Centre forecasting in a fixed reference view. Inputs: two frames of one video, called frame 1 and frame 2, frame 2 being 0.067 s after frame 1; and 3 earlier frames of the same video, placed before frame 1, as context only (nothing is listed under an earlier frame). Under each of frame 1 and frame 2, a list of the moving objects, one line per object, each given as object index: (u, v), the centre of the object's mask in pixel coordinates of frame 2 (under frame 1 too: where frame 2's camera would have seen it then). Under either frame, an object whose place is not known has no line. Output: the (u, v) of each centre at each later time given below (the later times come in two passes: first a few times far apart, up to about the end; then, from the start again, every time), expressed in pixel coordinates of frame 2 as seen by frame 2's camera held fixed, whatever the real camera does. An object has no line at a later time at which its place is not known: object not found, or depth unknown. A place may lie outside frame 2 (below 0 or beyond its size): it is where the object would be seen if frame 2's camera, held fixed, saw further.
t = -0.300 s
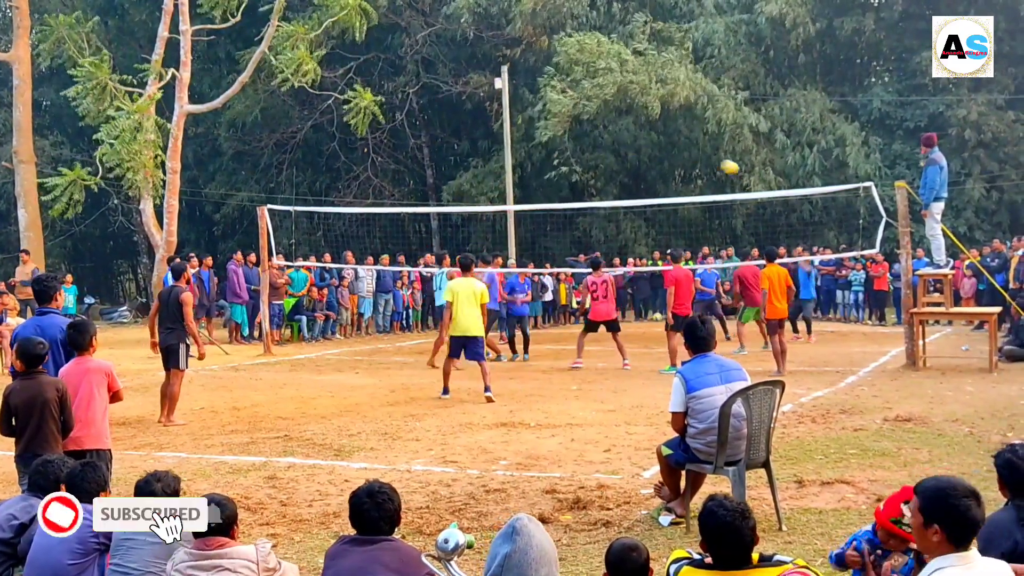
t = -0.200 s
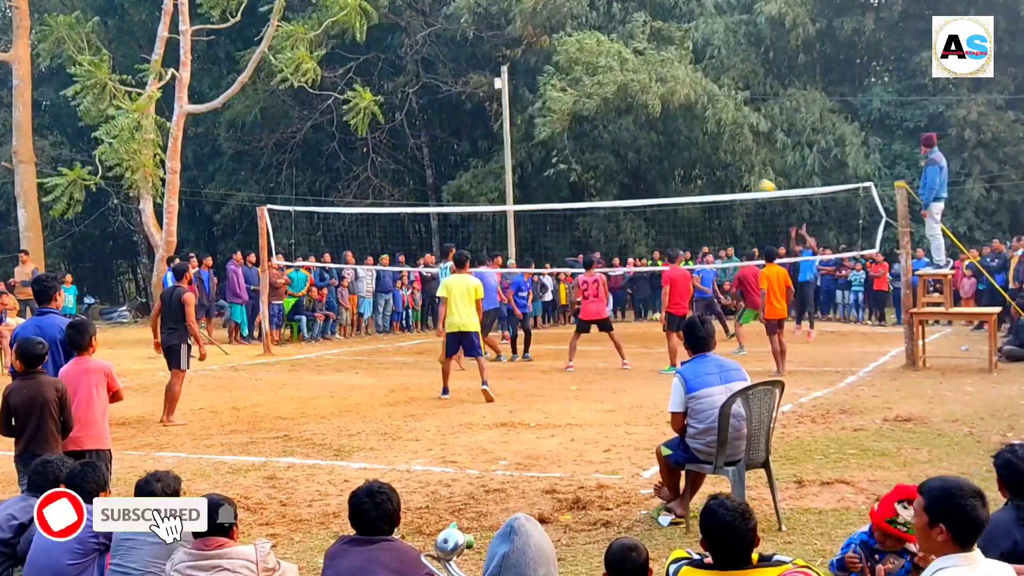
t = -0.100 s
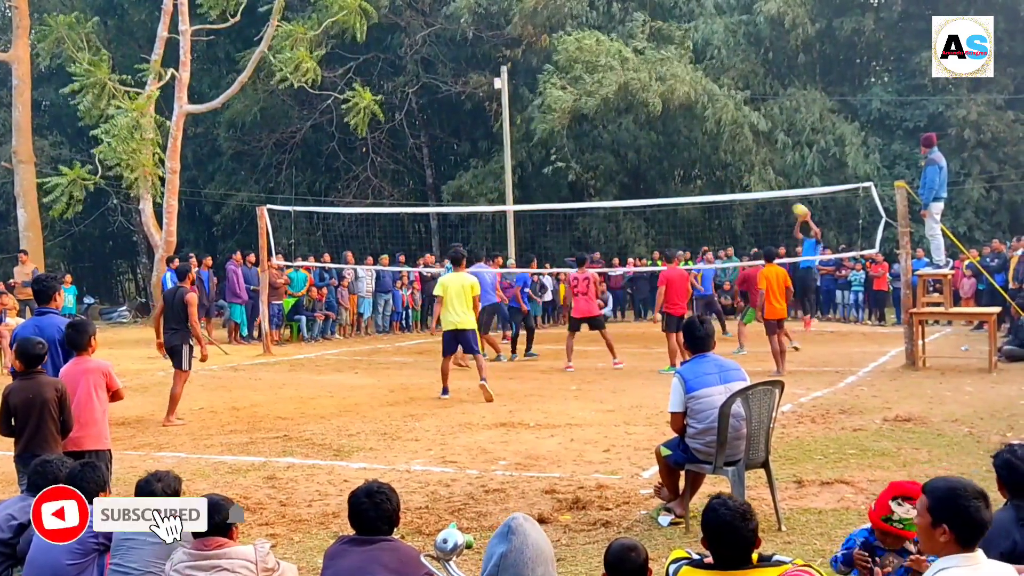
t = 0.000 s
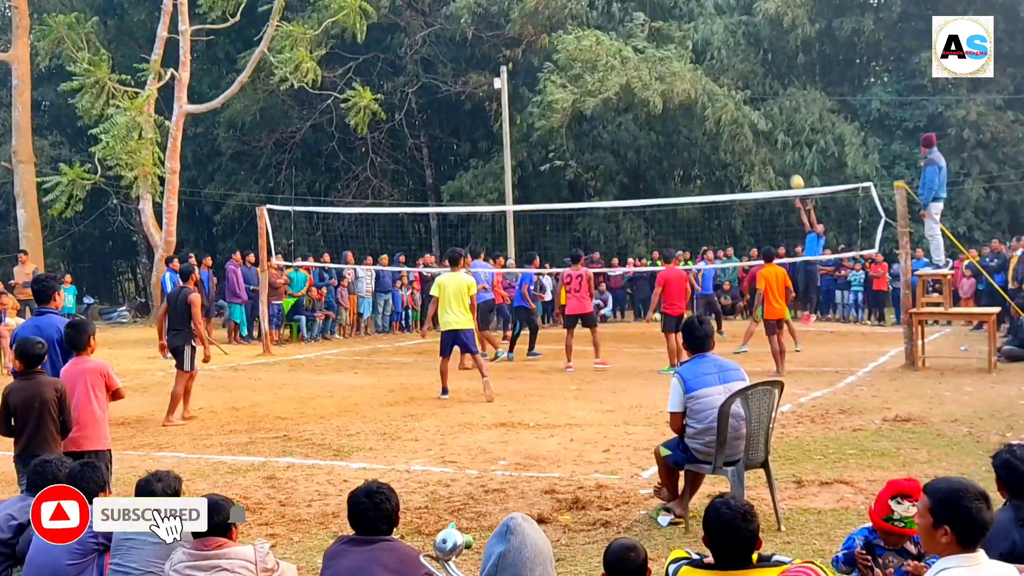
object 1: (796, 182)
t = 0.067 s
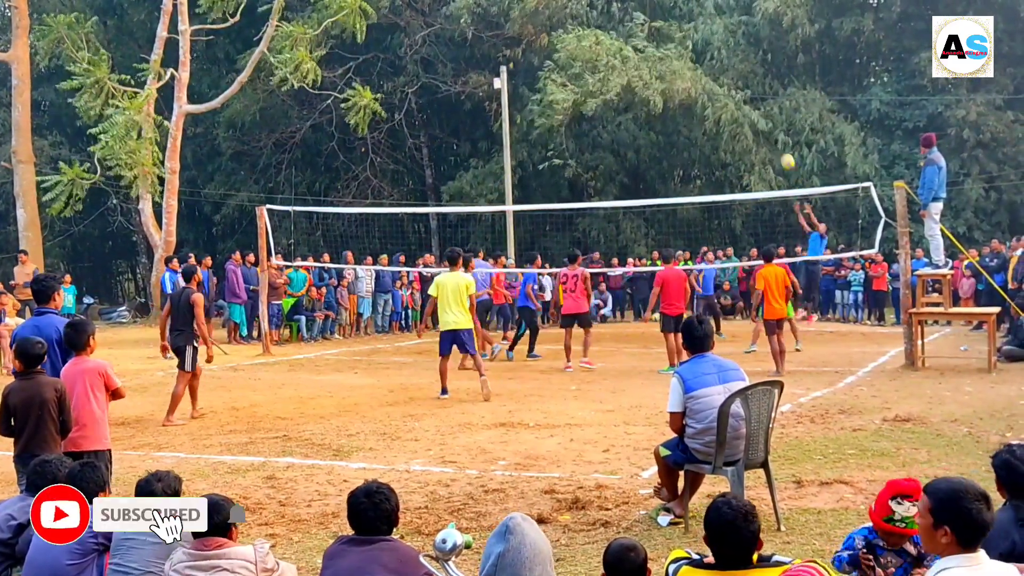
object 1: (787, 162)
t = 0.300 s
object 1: (758, 107)
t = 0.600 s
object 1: (717, 79)
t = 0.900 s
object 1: (677, 101)
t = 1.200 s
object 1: (638, 172)
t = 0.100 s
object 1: (783, 152)
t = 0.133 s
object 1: (779, 143)
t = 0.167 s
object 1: (774, 135)
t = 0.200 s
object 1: (770, 127)
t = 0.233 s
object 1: (766, 120)
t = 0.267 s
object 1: (762, 113)
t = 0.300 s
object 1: (758, 107)
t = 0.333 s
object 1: (753, 101)
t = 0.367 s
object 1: (748, 96)
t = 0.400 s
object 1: (744, 93)
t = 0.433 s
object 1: (740, 89)
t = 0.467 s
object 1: (735, 87)
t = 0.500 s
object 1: (730, 83)
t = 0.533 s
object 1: (726, 82)
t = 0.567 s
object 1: (722, 80)
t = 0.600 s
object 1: (717, 79)
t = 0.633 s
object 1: (712, 79)
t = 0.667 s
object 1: (708, 80)
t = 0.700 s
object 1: (705, 81)
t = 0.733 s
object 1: (700, 83)
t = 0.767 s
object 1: (695, 85)
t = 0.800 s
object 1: (691, 89)
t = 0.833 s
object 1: (686, 92)
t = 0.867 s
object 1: (682, 96)
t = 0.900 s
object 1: (677, 101)
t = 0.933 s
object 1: (673, 106)
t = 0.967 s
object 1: (669, 113)
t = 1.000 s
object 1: (664, 119)
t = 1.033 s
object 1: (660, 127)
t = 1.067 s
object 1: (656, 135)
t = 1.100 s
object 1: (651, 143)
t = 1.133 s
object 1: (647, 152)
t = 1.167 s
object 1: (642, 162)
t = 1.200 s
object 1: (638, 172)
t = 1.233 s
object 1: (634, 183)
